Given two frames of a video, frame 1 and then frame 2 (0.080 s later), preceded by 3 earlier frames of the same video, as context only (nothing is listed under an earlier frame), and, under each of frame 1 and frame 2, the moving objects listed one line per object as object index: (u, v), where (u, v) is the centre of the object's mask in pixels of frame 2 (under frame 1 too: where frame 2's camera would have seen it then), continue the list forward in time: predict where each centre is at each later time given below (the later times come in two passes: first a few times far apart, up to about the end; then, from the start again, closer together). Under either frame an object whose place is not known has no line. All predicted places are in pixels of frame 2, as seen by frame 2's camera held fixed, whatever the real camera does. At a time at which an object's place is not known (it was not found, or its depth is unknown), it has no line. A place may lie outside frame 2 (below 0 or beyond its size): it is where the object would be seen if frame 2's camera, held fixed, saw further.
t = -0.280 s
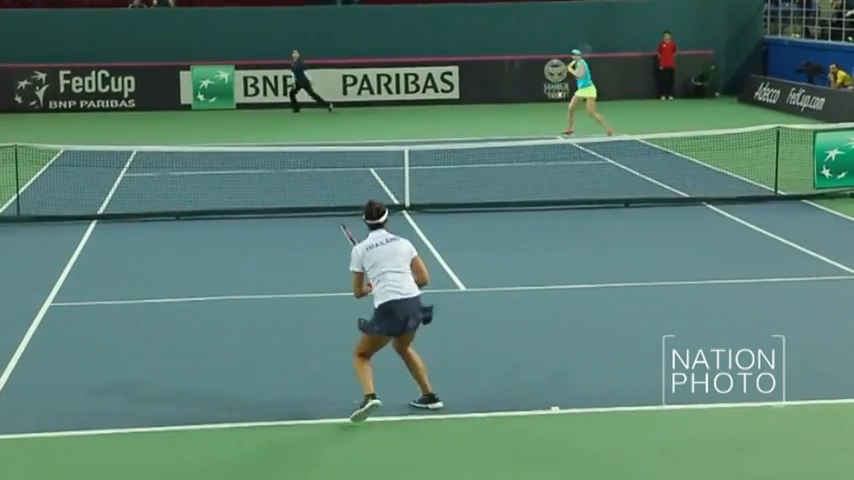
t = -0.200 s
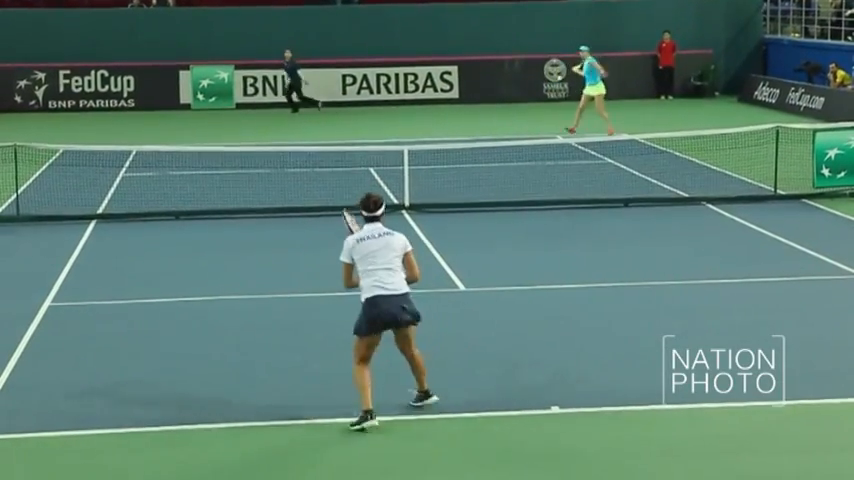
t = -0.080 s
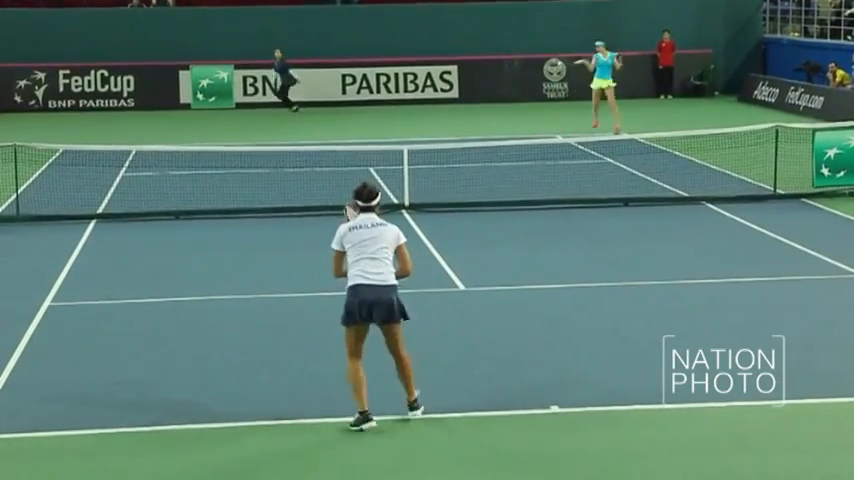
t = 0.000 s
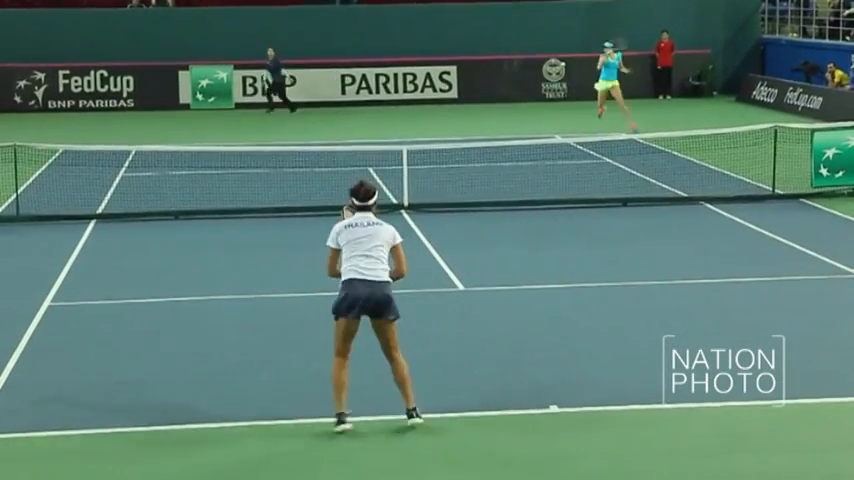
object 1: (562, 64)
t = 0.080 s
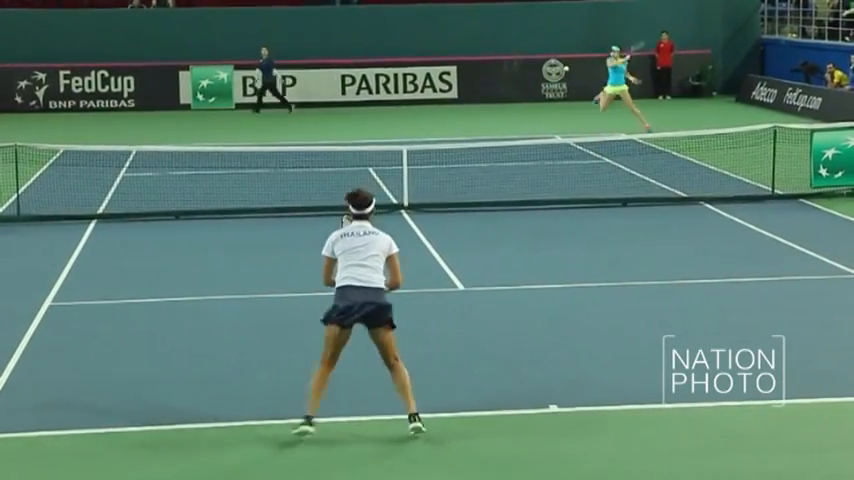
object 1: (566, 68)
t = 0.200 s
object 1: (570, 84)
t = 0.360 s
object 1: (576, 124)
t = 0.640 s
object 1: (581, 288)
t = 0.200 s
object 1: (570, 84)
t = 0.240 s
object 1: (571, 91)
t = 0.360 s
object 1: (576, 124)
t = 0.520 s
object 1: (578, 199)
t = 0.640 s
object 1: (581, 288)
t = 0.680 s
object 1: (582, 325)
